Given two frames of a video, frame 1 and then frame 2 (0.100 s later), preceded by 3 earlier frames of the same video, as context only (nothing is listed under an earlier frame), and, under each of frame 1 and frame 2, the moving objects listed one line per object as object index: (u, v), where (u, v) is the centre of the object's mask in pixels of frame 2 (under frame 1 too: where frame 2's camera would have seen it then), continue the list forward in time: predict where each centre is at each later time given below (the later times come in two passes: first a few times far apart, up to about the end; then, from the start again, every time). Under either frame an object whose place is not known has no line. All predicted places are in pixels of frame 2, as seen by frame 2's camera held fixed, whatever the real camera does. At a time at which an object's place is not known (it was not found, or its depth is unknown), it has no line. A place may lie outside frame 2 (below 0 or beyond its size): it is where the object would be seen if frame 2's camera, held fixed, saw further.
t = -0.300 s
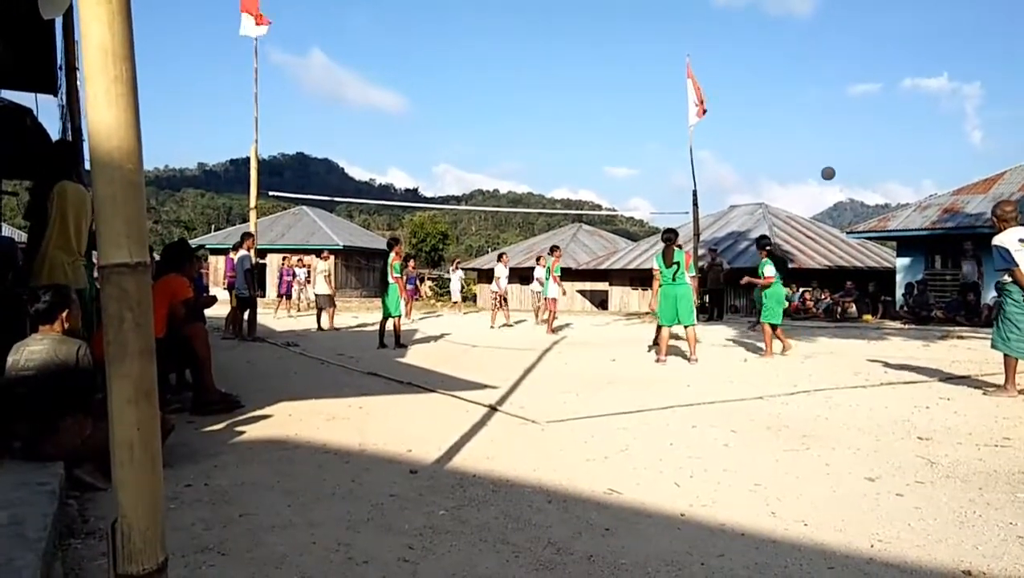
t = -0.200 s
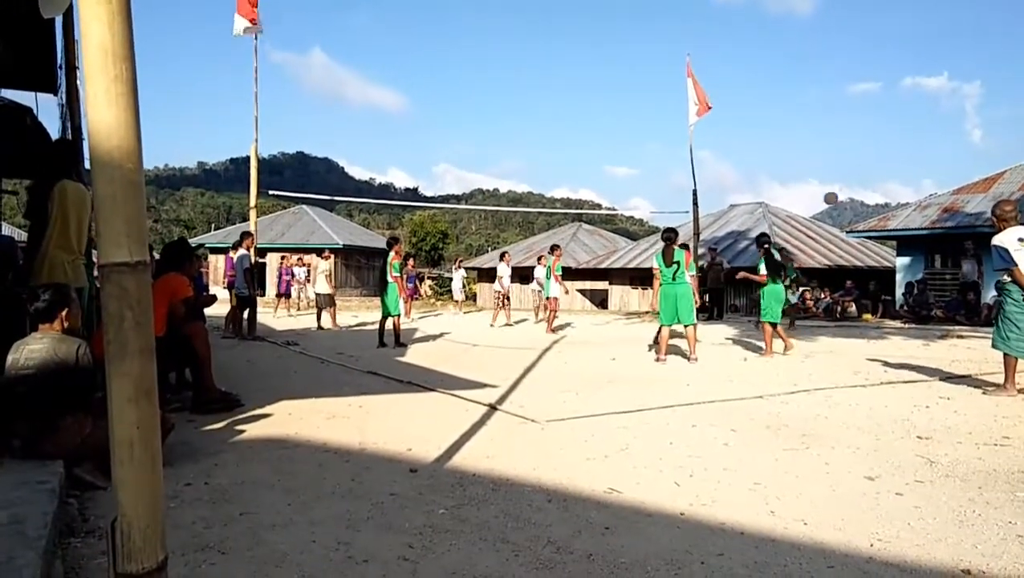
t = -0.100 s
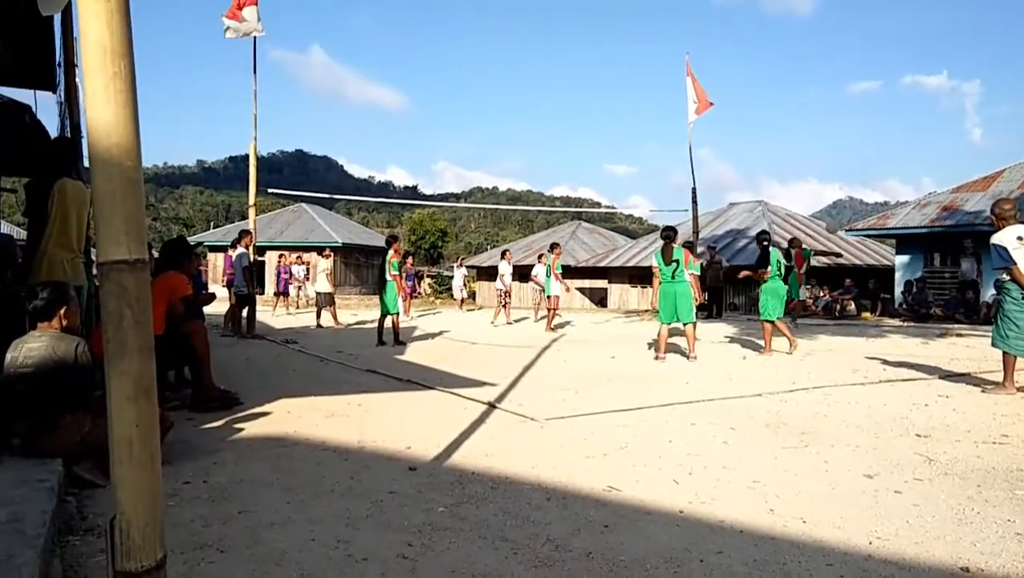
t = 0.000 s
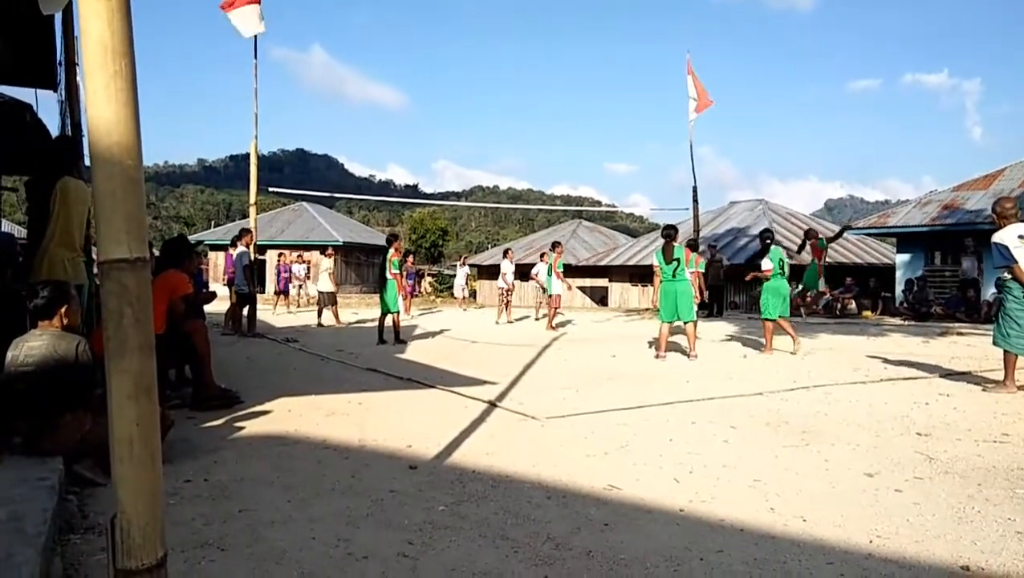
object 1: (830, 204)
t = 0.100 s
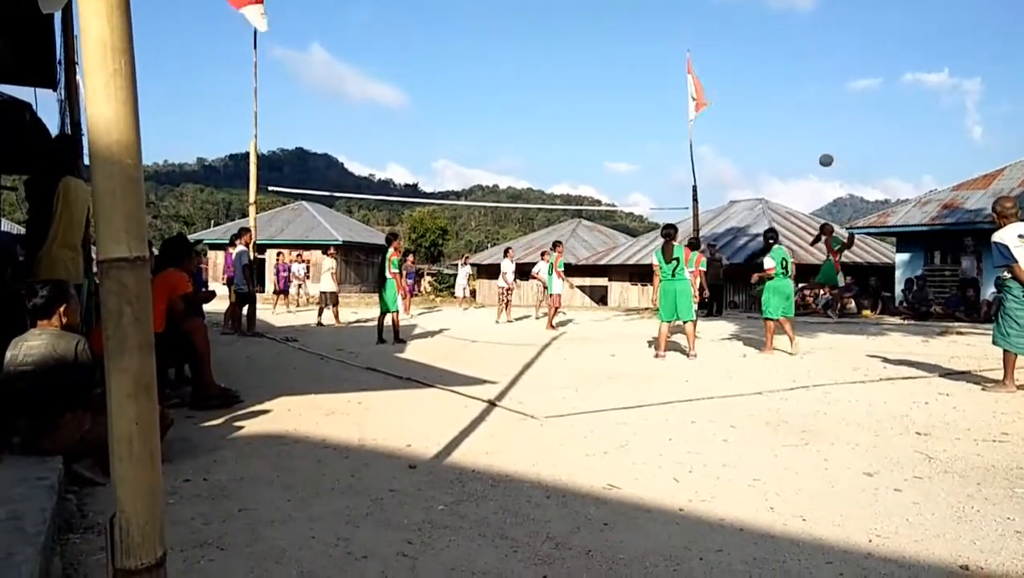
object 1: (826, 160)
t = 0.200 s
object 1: (820, 122)
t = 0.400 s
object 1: (809, 63)
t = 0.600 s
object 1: (797, 29)
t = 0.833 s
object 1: (782, 20)
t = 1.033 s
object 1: (768, 43)
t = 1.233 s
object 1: (754, 96)
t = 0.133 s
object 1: (824, 147)
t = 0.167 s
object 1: (822, 134)
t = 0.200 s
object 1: (820, 122)
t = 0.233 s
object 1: (818, 110)
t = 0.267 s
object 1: (817, 100)
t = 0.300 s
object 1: (815, 89)
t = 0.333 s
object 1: (813, 80)
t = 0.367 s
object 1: (811, 71)
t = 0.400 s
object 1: (809, 63)
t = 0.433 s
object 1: (808, 56)
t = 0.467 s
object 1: (805, 49)
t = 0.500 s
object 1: (803, 43)
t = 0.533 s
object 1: (801, 37)
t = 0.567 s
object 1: (799, 33)
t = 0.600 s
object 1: (797, 29)
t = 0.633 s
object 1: (795, 25)
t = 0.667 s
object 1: (793, 22)
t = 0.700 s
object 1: (790, 21)
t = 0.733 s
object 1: (788, 19)
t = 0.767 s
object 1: (786, 19)
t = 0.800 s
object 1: (784, 19)
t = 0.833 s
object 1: (782, 20)
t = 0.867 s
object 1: (779, 22)
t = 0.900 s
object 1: (777, 25)
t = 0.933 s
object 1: (775, 28)
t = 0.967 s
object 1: (773, 32)
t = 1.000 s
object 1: (770, 38)
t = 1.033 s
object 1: (768, 43)
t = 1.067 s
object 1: (766, 50)
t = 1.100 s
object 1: (763, 58)
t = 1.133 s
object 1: (761, 66)
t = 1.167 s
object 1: (759, 75)
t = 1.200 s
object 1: (756, 85)
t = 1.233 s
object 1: (754, 96)
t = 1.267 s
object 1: (751, 108)
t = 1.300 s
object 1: (749, 120)
